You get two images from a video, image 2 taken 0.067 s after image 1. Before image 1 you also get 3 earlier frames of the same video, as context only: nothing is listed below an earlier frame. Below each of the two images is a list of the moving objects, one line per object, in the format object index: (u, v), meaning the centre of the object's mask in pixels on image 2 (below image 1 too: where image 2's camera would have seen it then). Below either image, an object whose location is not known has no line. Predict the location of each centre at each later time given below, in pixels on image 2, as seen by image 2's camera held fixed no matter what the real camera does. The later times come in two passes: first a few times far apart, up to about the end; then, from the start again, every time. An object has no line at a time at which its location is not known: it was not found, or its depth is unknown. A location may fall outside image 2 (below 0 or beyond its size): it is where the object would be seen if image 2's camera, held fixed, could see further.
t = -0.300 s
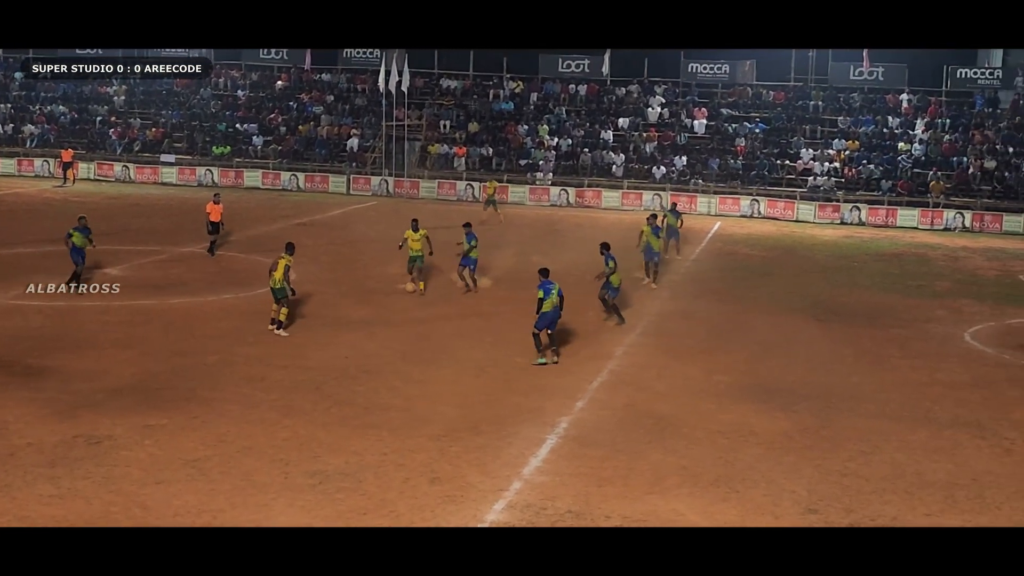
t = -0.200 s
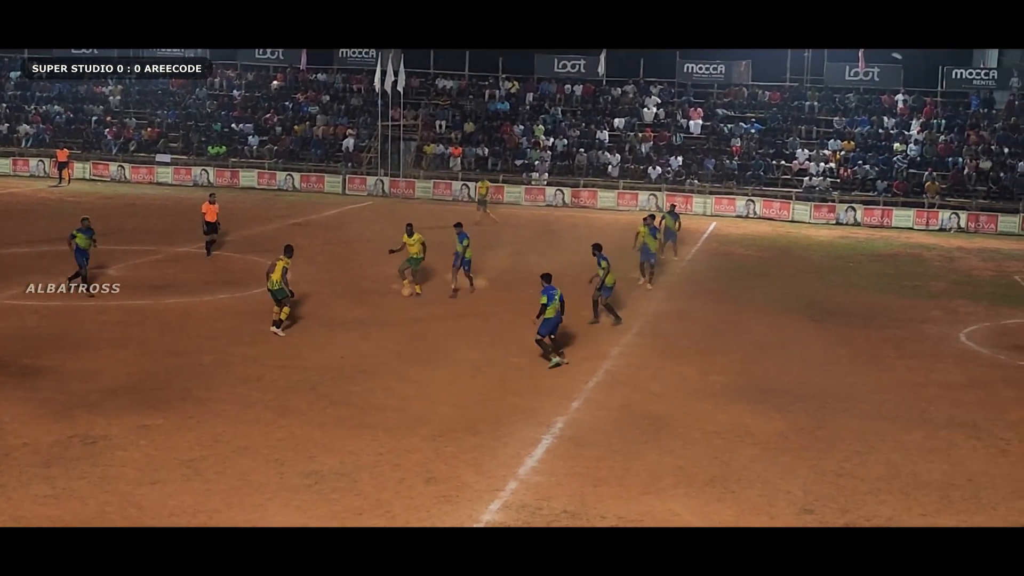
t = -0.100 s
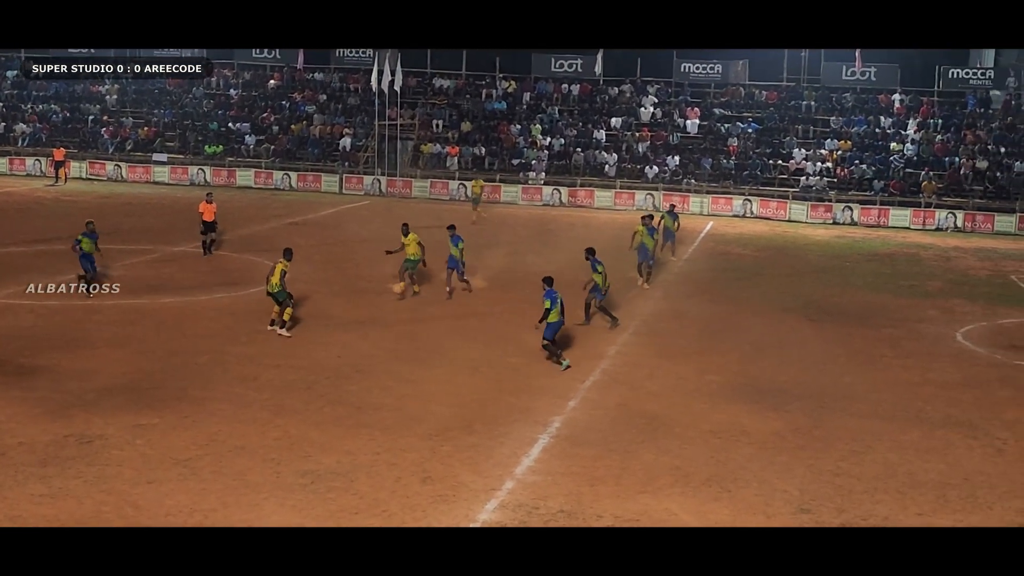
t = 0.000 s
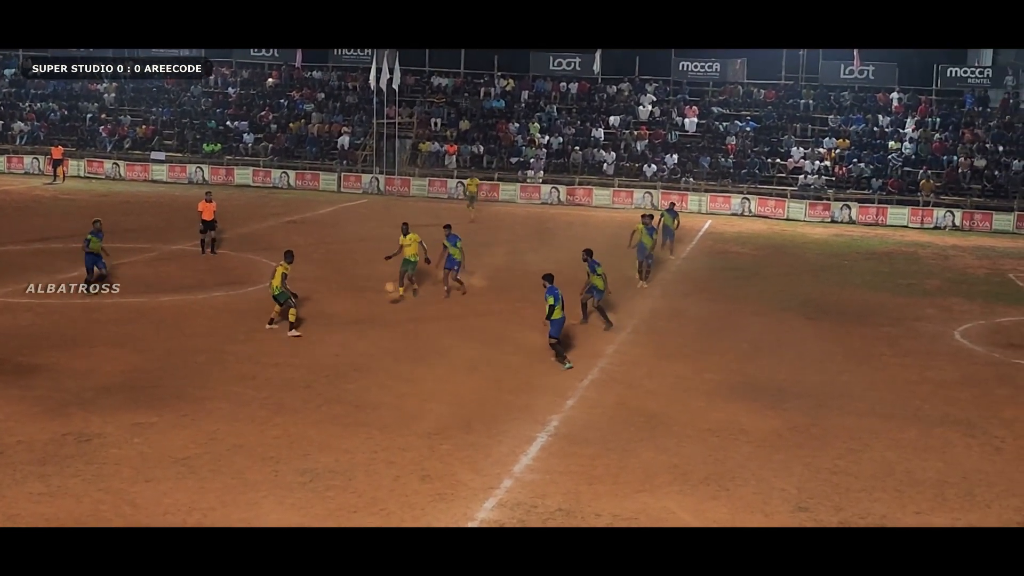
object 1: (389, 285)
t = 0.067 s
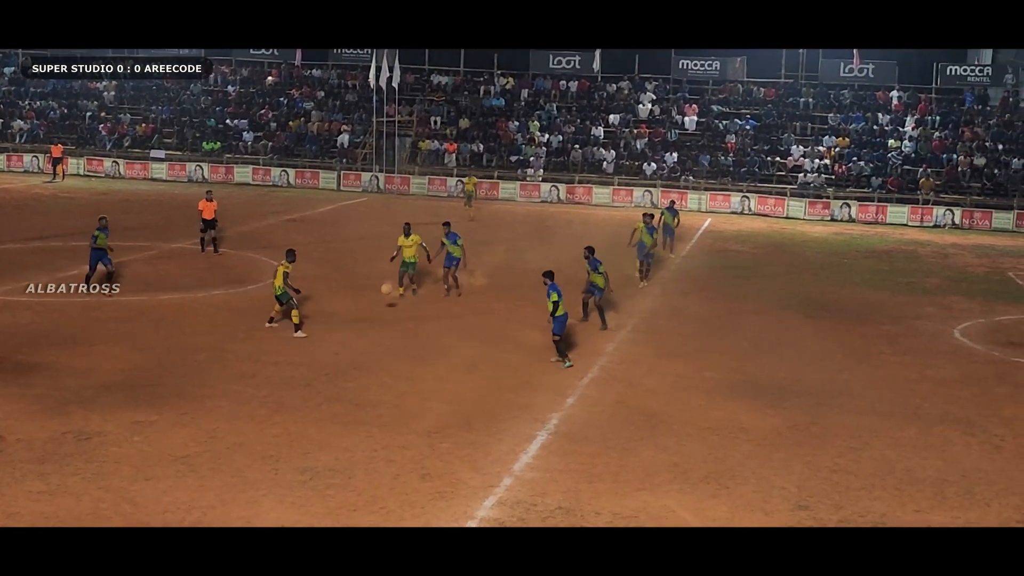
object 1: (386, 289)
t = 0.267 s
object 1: (373, 316)
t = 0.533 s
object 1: (357, 340)
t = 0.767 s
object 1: (343, 364)
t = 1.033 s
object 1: (325, 402)
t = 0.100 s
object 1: (384, 292)
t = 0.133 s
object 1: (382, 295)
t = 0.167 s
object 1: (380, 299)
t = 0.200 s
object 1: (378, 304)
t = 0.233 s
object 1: (375, 310)
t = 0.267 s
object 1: (373, 316)
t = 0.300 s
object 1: (371, 324)
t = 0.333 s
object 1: (368, 333)
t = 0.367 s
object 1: (366, 342)
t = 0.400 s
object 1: (364, 344)
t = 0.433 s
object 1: (362, 341)
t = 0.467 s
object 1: (361, 341)
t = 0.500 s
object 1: (359, 340)
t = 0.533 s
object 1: (357, 340)
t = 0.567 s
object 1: (355, 341)
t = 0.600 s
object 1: (353, 343)
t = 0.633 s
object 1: (351, 346)
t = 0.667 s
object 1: (349, 349)
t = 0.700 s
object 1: (347, 353)
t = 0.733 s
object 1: (345, 359)
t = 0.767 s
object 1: (343, 364)
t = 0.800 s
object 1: (341, 372)
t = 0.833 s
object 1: (338, 379)
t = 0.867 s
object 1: (336, 388)
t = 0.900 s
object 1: (333, 398)
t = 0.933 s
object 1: (331, 403)
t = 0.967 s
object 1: (329, 401)
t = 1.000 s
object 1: (327, 401)
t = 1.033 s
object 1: (325, 402)
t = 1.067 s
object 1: (323, 403)
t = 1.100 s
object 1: (320, 406)
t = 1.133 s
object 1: (317, 409)
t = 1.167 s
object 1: (315, 413)
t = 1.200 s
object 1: (312, 419)
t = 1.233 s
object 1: (309, 425)
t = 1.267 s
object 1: (306, 433)
